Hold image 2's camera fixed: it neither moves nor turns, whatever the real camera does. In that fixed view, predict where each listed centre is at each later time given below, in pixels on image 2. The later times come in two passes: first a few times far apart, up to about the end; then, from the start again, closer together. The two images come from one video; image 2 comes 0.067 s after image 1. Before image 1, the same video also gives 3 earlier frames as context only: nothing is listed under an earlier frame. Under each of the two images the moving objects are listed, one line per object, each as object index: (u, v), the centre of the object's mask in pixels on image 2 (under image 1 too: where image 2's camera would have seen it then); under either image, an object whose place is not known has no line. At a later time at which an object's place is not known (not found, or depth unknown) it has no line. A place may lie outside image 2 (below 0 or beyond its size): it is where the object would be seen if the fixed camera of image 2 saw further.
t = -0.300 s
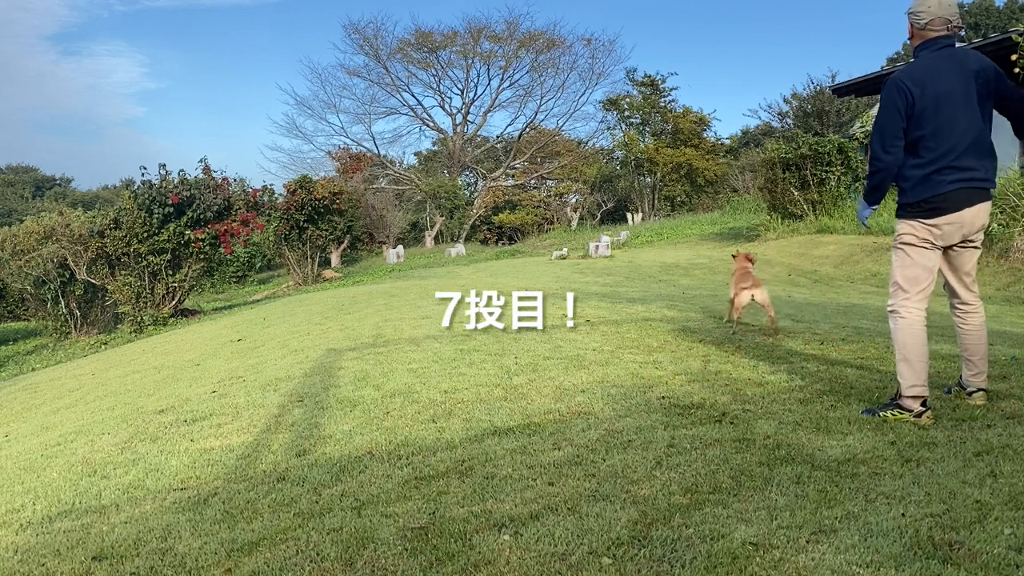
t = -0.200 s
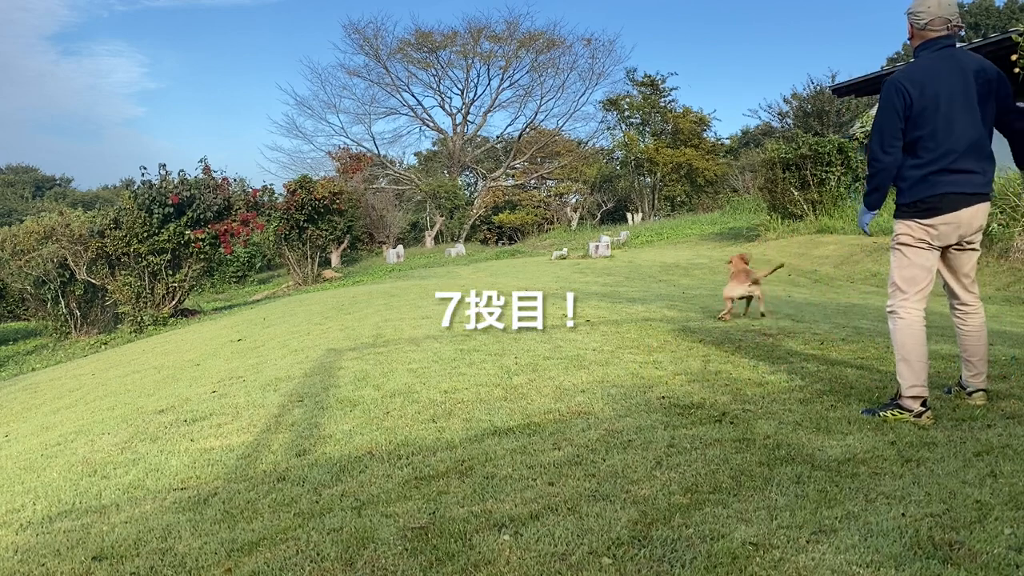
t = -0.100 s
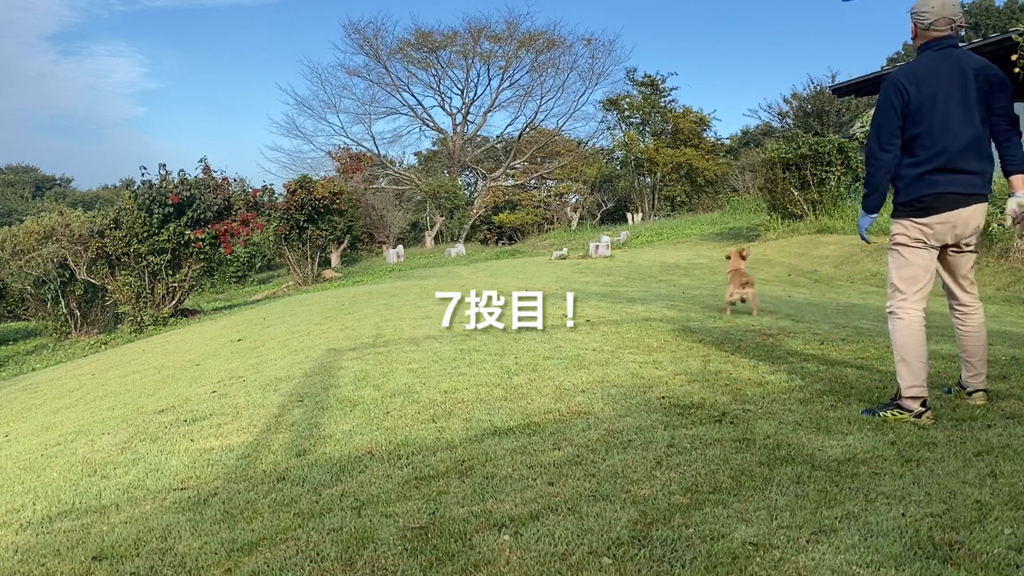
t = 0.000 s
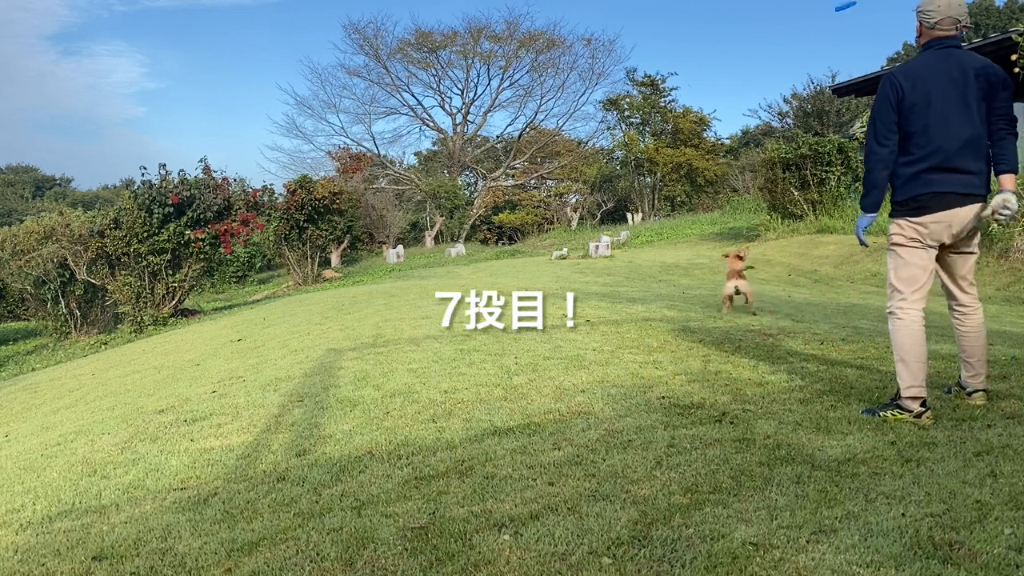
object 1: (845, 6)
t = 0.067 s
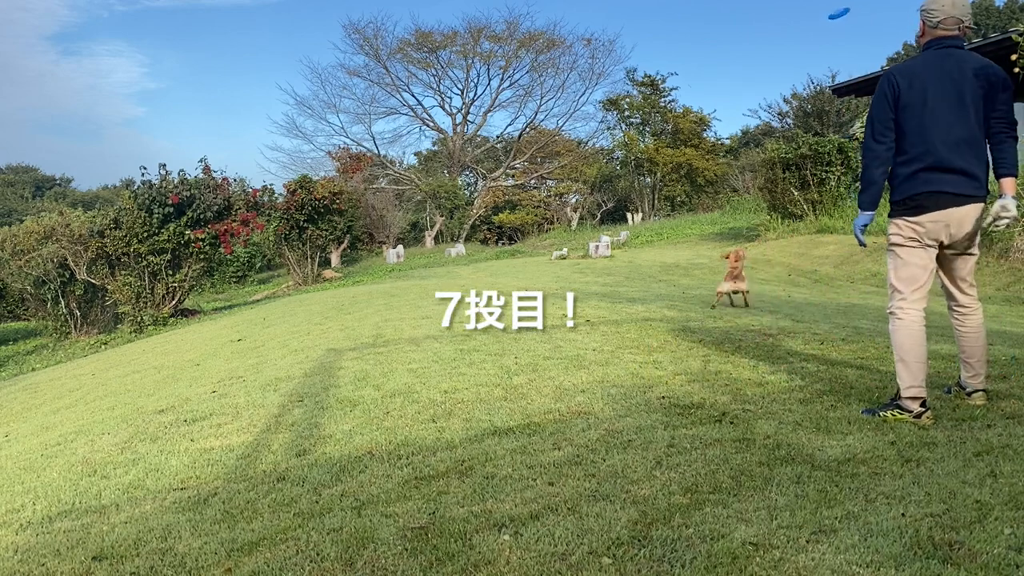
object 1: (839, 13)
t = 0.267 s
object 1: (815, 42)
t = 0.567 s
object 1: (766, 99)
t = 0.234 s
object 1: (819, 36)
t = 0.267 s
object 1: (815, 42)
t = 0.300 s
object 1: (810, 47)
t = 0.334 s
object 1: (805, 53)
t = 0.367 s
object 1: (800, 59)
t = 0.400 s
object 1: (795, 65)
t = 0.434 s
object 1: (790, 71)
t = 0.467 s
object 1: (784, 78)
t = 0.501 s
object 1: (778, 85)
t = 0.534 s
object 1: (772, 92)
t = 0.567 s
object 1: (766, 99)
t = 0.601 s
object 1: (759, 107)
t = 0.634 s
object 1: (752, 115)
